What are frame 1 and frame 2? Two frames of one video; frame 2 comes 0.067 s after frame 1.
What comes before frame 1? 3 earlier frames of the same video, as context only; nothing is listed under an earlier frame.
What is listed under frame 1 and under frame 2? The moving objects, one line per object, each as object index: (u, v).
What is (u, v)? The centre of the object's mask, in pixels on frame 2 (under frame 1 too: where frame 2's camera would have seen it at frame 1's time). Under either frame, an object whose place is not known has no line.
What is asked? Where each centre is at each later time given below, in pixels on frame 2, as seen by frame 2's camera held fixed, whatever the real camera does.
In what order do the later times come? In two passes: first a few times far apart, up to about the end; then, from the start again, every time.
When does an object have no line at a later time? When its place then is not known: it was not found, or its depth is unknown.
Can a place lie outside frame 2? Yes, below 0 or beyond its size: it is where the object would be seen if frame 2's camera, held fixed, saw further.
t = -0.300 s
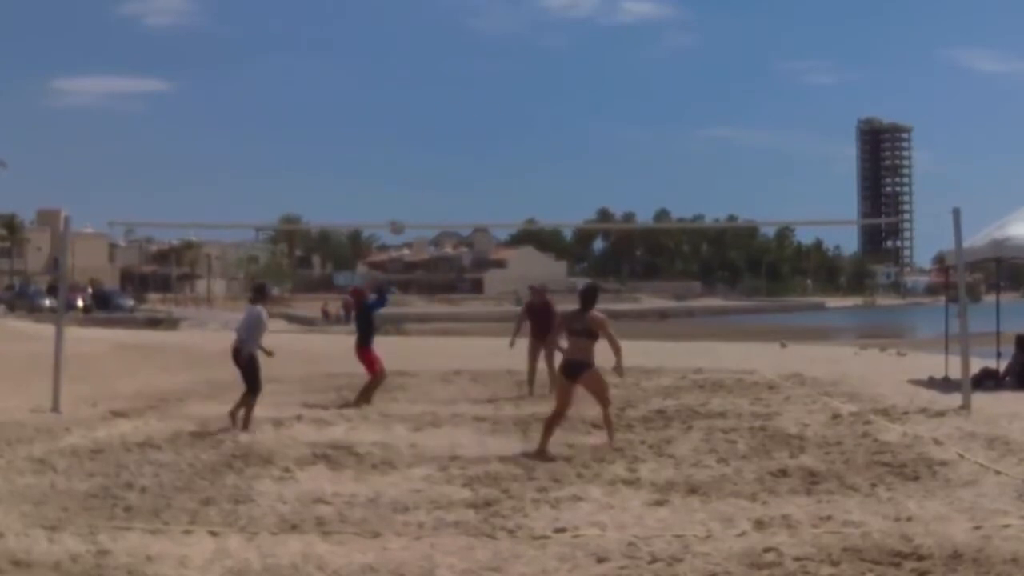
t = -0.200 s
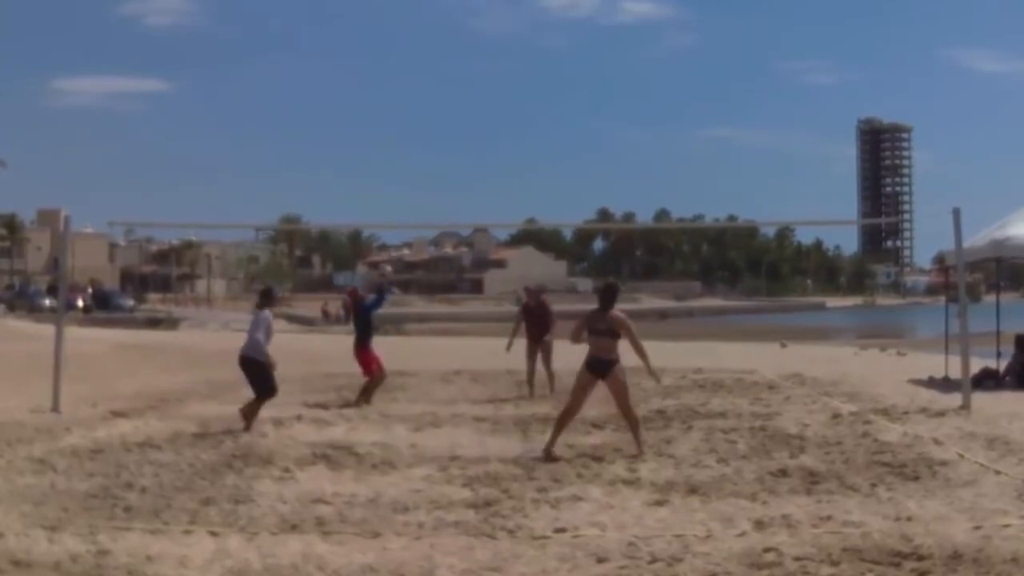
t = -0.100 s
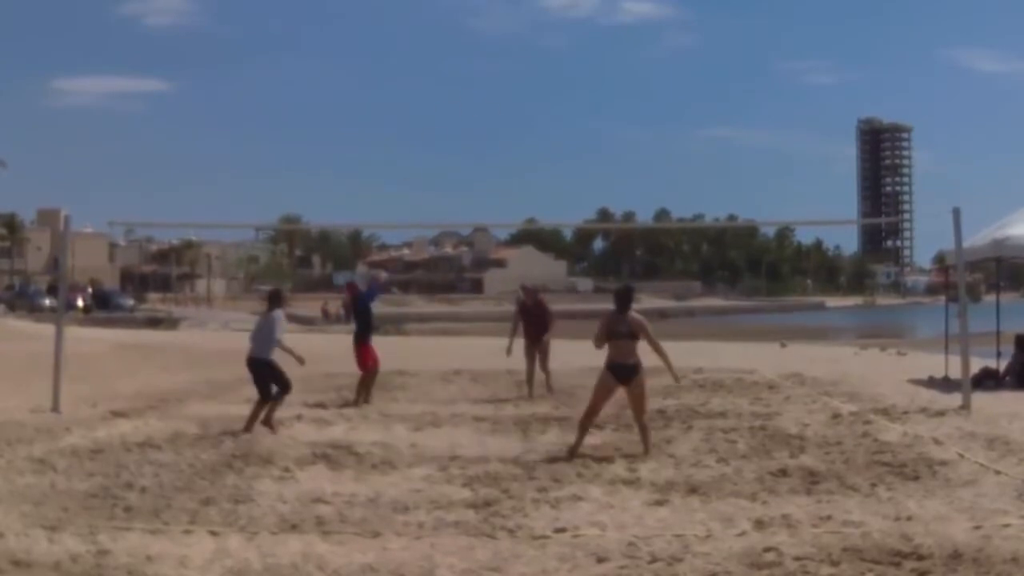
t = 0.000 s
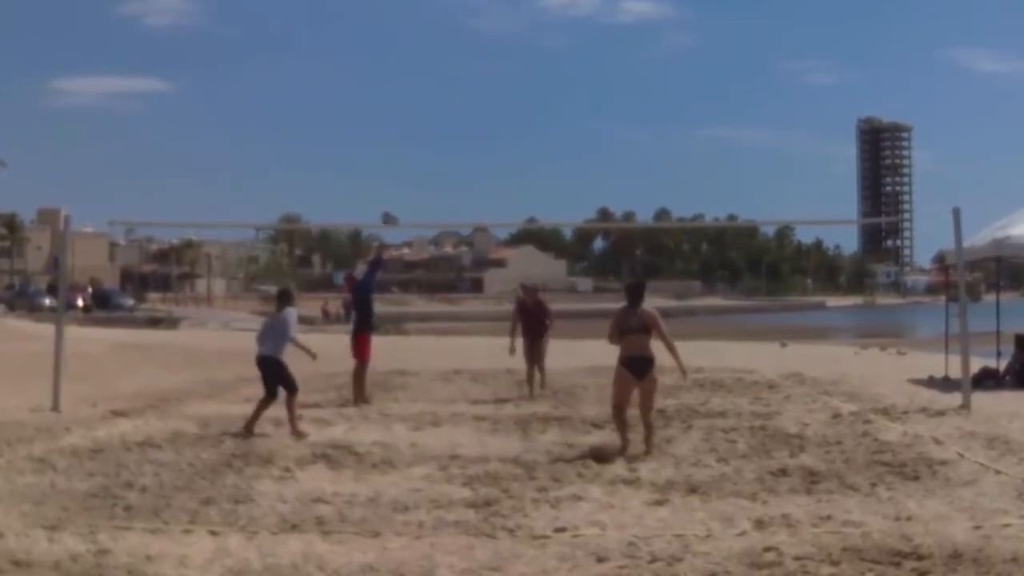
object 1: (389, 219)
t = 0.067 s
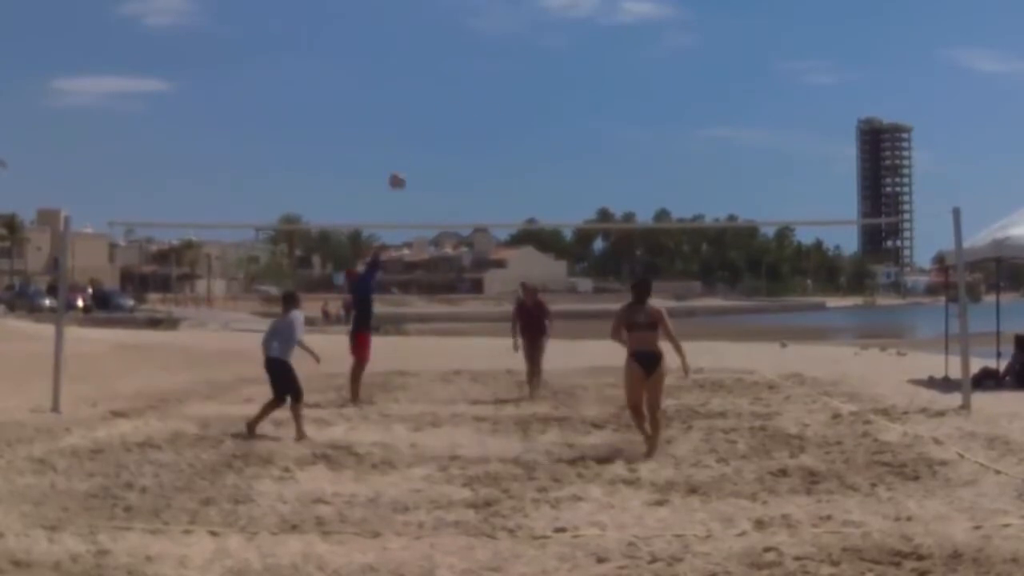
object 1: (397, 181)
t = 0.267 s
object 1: (418, 92)
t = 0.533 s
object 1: (440, 25)
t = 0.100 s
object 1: (400, 164)
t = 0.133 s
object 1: (405, 148)
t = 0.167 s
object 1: (408, 132)
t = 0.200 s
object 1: (411, 118)
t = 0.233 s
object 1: (414, 104)
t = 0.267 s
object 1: (418, 92)
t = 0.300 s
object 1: (421, 80)
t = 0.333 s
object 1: (424, 70)
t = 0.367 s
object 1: (426, 60)
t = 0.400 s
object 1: (429, 52)
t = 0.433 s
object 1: (432, 43)
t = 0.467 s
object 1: (434, 36)
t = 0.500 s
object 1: (437, 31)
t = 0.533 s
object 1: (440, 25)
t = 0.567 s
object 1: (442, 21)
